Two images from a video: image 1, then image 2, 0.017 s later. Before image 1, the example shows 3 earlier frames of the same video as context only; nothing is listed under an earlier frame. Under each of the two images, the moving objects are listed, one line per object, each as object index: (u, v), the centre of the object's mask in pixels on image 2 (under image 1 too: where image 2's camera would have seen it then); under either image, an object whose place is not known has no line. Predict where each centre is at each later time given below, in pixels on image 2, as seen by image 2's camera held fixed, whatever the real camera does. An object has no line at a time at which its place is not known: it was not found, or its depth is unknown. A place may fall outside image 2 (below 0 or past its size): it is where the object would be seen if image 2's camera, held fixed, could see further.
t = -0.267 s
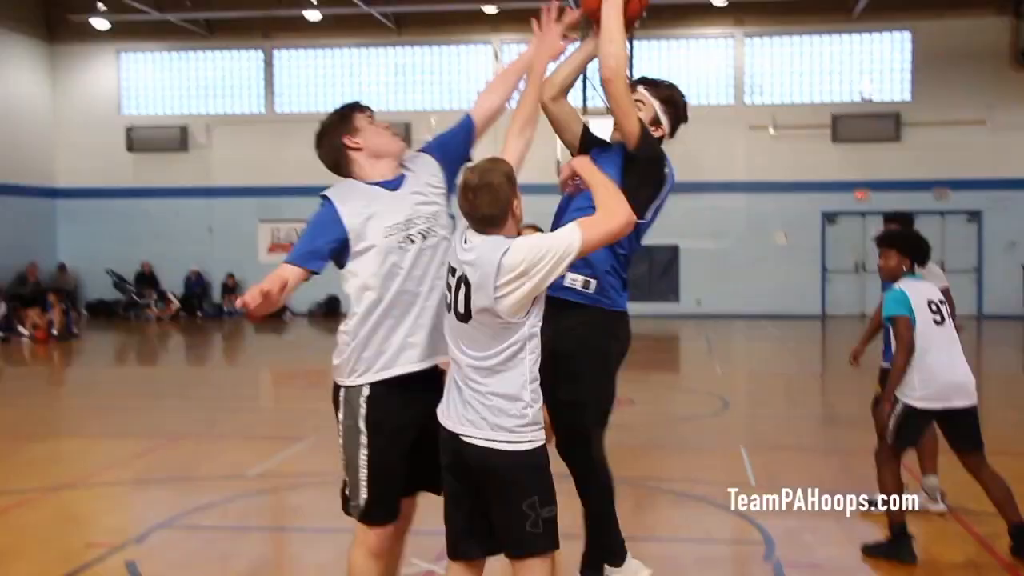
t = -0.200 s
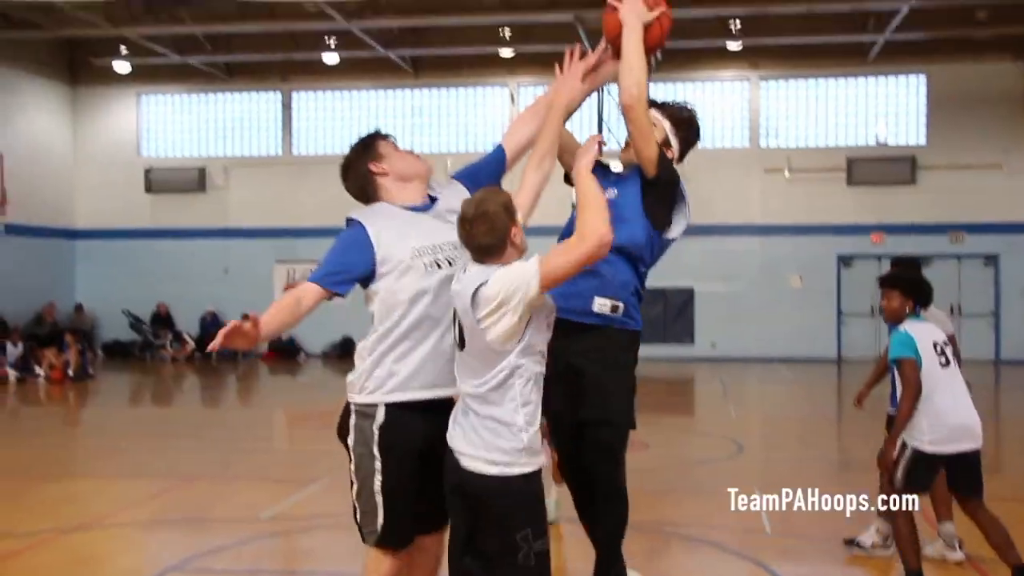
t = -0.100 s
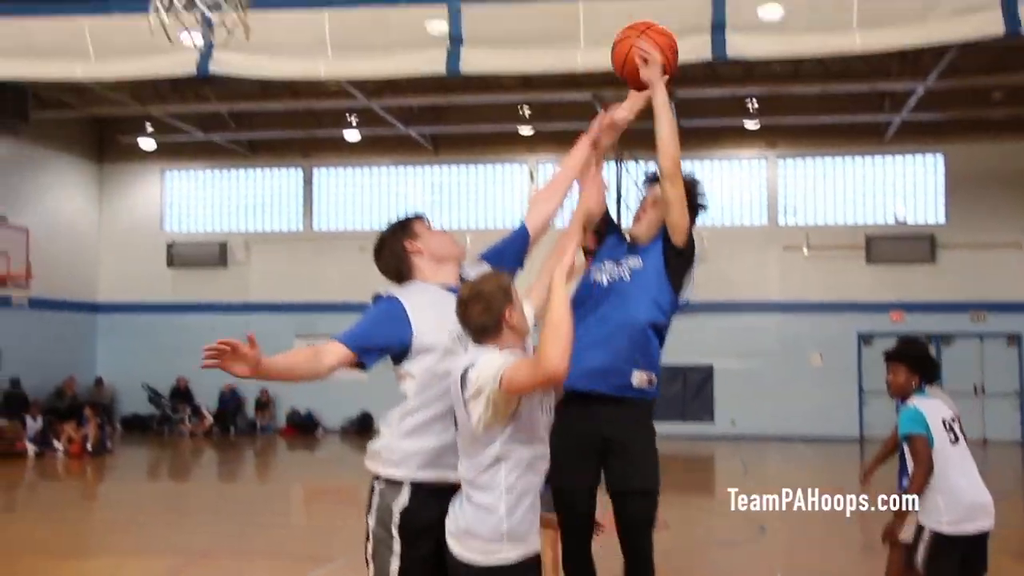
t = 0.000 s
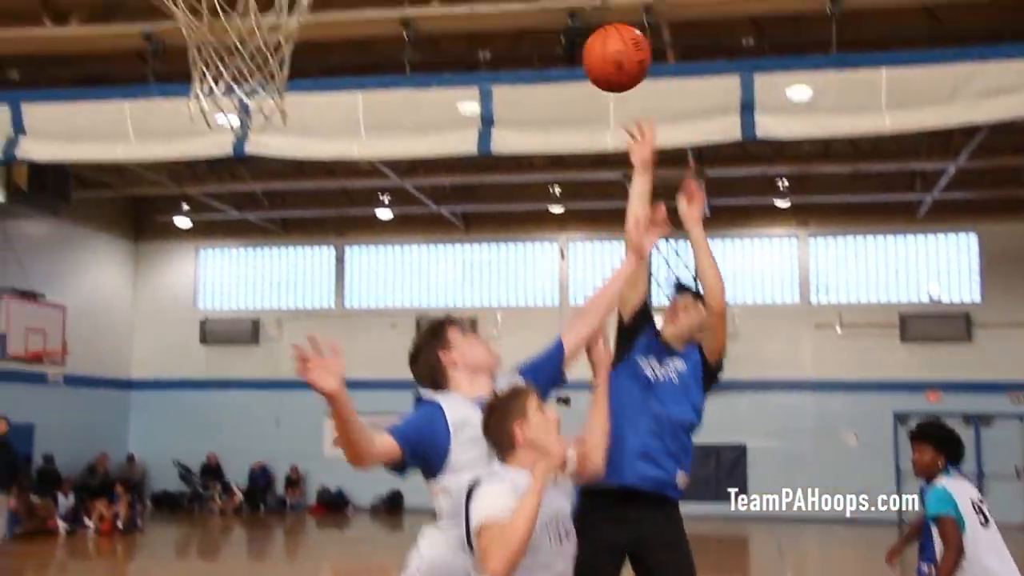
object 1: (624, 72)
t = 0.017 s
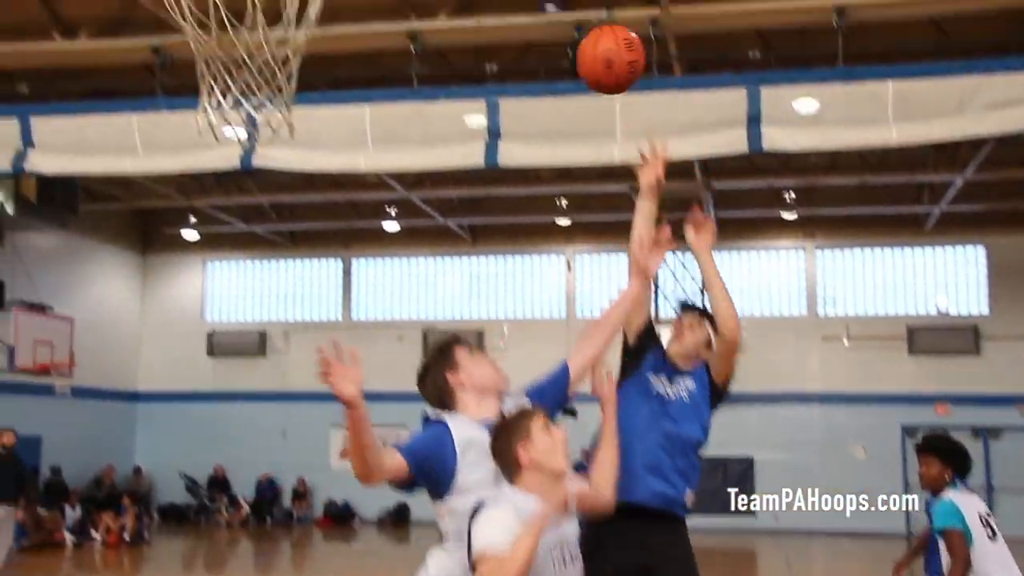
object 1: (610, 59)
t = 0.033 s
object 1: (598, 47)
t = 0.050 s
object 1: (584, 37)
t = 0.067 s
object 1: (572, 26)
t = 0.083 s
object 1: (558, 17)
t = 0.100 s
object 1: (545, 8)
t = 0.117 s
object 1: (532, 1)
